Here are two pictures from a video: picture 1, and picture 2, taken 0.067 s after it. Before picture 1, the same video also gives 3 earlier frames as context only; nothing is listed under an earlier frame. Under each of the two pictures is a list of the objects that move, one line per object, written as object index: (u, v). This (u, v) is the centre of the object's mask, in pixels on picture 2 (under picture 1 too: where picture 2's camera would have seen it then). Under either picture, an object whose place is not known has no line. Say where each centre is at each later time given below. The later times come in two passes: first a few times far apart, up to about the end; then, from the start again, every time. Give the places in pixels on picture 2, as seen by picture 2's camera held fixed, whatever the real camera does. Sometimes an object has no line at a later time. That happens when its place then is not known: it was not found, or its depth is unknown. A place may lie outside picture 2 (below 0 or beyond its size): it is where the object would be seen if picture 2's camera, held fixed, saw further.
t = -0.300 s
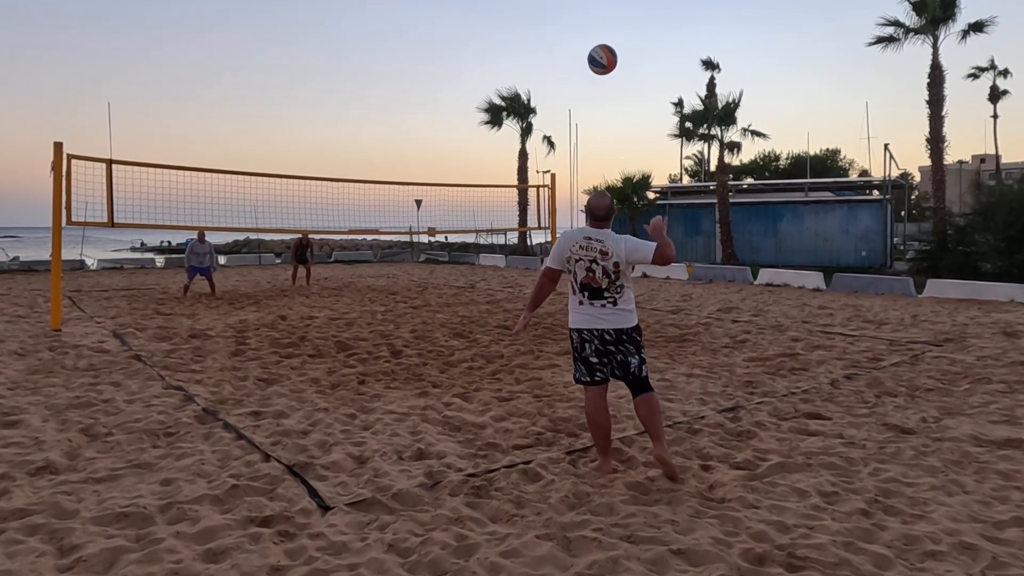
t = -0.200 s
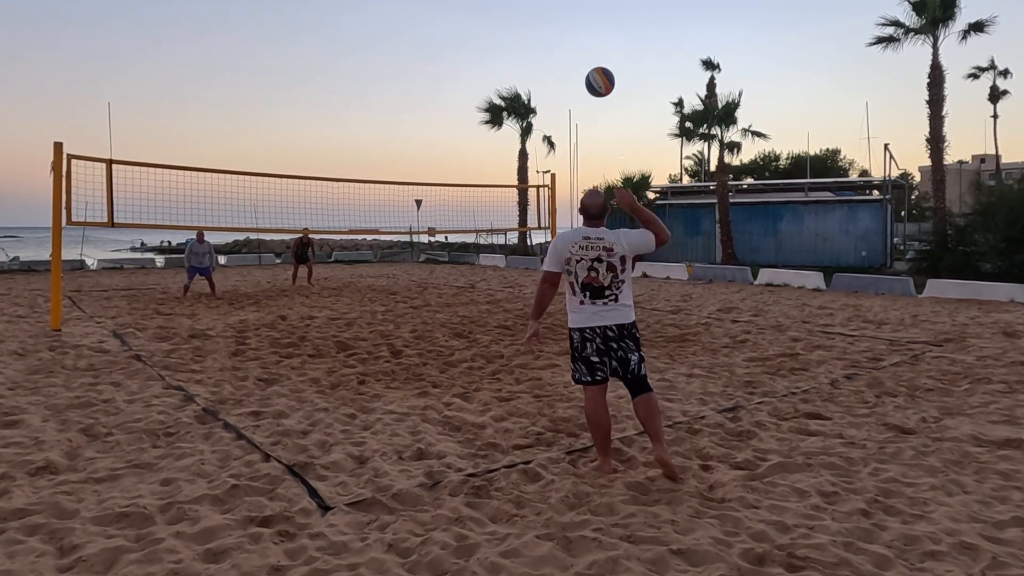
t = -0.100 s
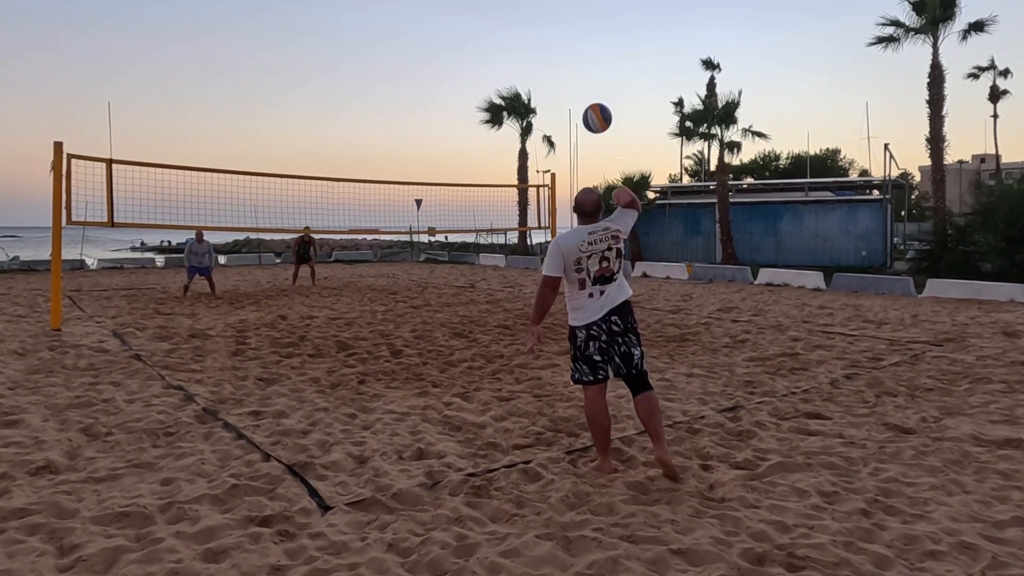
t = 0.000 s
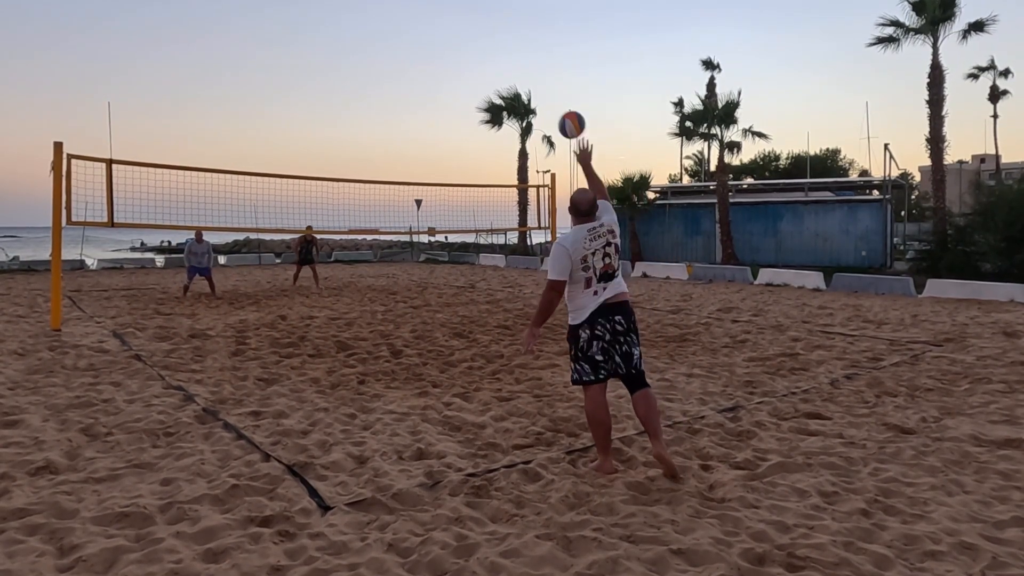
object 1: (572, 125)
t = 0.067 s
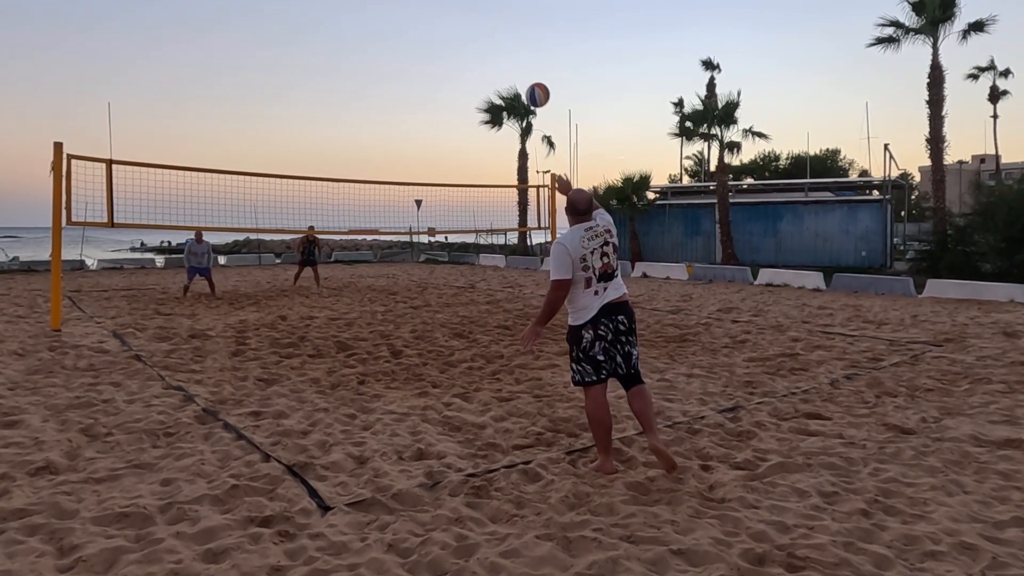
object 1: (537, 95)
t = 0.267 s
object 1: (467, 57)
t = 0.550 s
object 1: (409, 73)
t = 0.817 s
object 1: (377, 119)
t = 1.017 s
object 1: (361, 162)
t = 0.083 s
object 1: (530, 89)
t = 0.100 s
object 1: (523, 84)
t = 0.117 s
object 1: (517, 79)
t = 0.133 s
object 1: (510, 75)
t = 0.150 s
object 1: (504, 71)
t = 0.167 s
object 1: (498, 68)
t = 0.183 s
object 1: (492, 65)
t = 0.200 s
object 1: (487, 63)
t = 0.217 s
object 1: (482, 61)
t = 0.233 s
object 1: (477, 59)
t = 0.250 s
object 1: (472, 58)
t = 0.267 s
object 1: (467, 57)
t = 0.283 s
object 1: (462, 56)
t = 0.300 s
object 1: (458, 56)
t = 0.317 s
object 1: (454, 55)
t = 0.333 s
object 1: (450, 55)
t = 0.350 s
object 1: (446, 56)
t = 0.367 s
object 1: (442, 56)
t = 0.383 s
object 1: (438, 57)
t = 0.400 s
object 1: (435, 58)
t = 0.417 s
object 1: (432, 59)
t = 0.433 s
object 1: (428, 60)
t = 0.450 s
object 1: (425, 62)
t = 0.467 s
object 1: (422, 63)
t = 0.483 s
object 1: (419, 65)
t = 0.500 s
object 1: (417, 67)
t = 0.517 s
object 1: (414, 69)
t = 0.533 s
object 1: (411, 71)
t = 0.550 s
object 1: (409, 73)
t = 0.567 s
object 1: (406, 75)
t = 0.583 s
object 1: (404, 78)
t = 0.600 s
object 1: (402, 80)
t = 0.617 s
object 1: (399, 83)
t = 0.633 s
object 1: (397, 85)
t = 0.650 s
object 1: (395, 88)
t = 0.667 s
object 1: (393, 91)
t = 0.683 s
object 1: (391, 94)
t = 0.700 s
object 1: (389, 97)
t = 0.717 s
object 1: (387, 100)
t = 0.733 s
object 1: (386, 103)
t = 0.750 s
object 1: (384, 106)
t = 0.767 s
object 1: (382, 109)
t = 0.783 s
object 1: (380, 112)
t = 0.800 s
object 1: (379, 116)
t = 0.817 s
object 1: (377, 119)
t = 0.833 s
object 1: (376, 123)
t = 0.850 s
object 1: (374, 126)
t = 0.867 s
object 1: (373, 129)
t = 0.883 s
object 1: (372, 133)
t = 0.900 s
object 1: (370, 136)
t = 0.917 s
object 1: (369, 140)
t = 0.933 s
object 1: (368, 143)
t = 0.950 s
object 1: (366, 147)
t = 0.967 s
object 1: (365, 150)
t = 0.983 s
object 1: (364, 154)
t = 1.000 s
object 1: (362, 158)
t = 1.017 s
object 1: (361, 162)
